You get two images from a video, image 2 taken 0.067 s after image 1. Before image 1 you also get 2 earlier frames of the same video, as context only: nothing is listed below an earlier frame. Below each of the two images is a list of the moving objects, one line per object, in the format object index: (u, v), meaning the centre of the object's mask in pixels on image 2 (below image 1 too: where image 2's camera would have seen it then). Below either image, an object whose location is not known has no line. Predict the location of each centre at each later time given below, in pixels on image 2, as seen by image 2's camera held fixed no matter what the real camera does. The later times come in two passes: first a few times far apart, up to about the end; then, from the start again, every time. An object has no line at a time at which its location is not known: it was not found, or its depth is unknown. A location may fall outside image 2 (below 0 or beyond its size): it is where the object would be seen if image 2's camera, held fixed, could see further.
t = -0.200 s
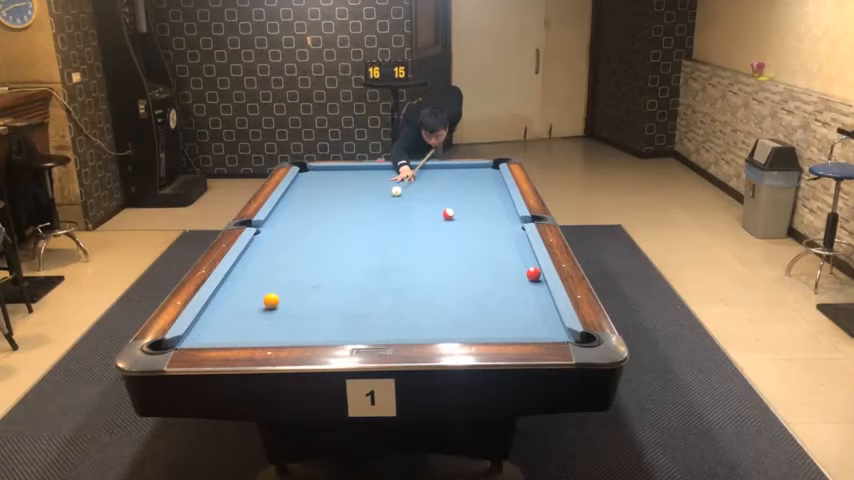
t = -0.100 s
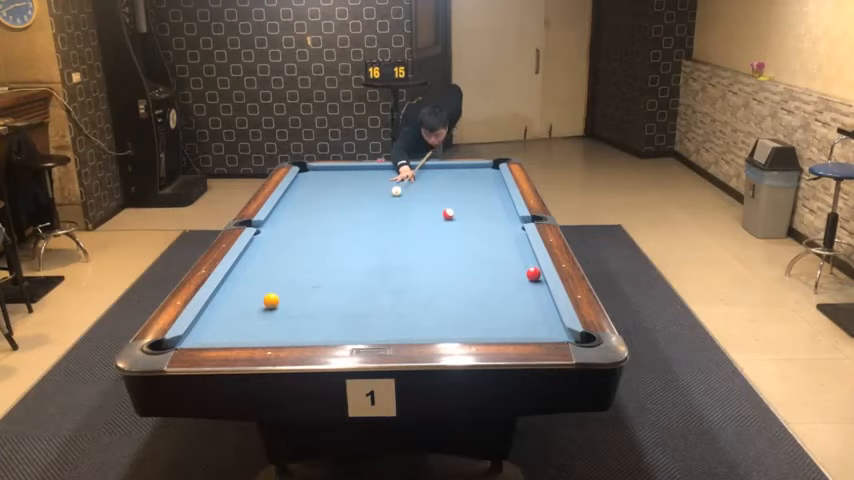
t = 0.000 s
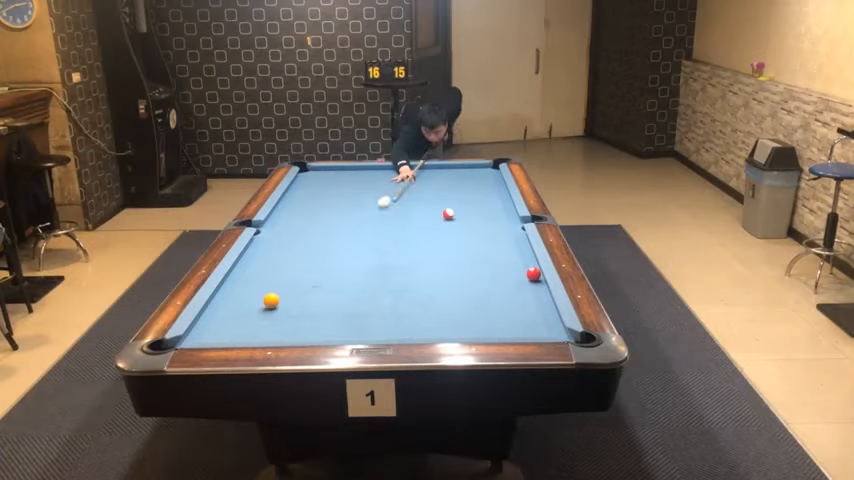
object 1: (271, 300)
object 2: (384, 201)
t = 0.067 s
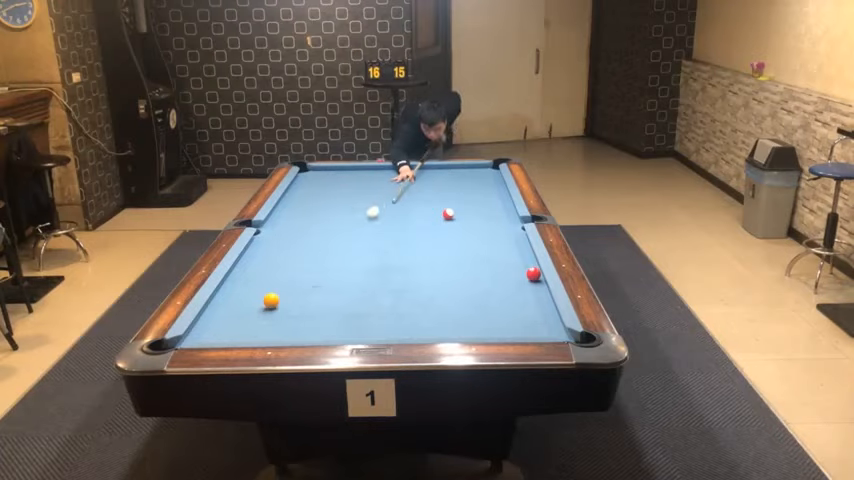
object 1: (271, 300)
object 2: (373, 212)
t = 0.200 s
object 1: (271, 300)
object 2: (350, 234)
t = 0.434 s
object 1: (271, 300)
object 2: (306, 275)
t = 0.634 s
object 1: (228, 314)
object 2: (301, 308)
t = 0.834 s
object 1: (211, 329)
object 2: (324, 333)
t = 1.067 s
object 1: (235, 337)
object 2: (381, 318)
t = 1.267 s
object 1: (264, 332)
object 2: (425, 300)
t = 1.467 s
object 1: (291, 327)
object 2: (465, 285)
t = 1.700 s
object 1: (320, 320)
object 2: (505, 269)
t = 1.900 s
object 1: (344, 314)
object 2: (526, 258)
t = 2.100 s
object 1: (365, 308)
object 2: (505, 250)
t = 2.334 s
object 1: (389, 303)
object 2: (483, 242)
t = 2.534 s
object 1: (407, 298)
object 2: (466, 236)
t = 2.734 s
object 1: (425, 294)
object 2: (450, 230)
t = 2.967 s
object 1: (444, 289)
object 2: (434, 223)
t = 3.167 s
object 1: (459, 286)
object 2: (420, 218)
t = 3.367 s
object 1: (472, 282)
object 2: (408, 213)
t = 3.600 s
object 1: (487, 279)
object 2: (394, 208)
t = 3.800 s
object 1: (499, 276)
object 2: (384, 204)
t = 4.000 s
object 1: (511, 273)
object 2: (374, 200)
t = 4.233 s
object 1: (521, 270)
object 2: (364, 196)
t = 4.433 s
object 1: (526, 267)
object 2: (356, 193)
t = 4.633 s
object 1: (530, 264)
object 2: (348, 190)
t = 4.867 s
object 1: (528, 264)
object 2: (340, 187)
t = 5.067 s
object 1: (524, 264)
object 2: (333, 185)
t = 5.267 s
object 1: (523, 264)
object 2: (327, 182)
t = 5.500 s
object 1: (522, 263)
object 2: (320, 180)
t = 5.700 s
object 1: (520, 263)
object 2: (314, 178)
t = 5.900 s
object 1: (520, 263)
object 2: (310, 176)
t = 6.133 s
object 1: (520, 263)
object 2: (304, 174)
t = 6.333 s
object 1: (520, 263)
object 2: (303, 172)
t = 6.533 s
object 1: (520, 262)
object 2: (305, 172)
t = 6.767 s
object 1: (520, 263)
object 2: (309, 171)
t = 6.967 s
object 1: (520, 262)
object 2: (311, 170)
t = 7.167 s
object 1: (520, 262)
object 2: (312, 169)
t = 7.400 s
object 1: (520, 262)
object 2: (314, 169)
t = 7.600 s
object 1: (520, 262)
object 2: (315, 168)
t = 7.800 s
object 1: (520, 262)
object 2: (316, 168)
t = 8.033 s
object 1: (520, 262)
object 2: (316, 167)
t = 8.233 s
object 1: (520, 262)
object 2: (316, 167)
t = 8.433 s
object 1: (520, 262)
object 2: (316, 167)
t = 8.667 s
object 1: (520, 262)
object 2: (316, 167)
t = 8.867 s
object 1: (520, 262)
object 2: (316, 167)
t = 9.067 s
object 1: (520, 262)
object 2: (316, 167)
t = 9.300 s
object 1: (520, 262)
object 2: (316, 167)
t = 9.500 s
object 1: (520, 262)
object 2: (317, 167)
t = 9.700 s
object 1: (520, 262)
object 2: (316, 167)
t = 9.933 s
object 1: (520, 262)
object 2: (316, 167)
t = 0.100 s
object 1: (271, 300)
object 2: (367, 217)
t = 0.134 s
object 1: (271, 300)
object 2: (361, 222)
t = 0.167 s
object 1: (271, 300)
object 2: (355, 228)
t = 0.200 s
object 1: (271, 300)
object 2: (350, 234)
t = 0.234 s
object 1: (271, 300)
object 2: (344, 239)
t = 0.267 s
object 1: (271, 300)
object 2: (338, 245)
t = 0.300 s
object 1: (271, 300)
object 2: (332, 251)
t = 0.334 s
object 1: (271, 300)
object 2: (326, 257)
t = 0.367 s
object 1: (271, 300)
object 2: (320, 263)
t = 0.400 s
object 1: (271, 300)
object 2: (313, 269)
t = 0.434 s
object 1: (271, 300)
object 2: (306, 275)
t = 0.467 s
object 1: (271, 300)
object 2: (299, 282)
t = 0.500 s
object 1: (271, 300)
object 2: (291, 290)
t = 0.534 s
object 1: (268, 301)
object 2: (285, 296)
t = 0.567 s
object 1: (255, 305)
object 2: (290, 300)
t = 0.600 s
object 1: (241, 309)
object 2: (296, 304)
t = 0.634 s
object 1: (228, 314)
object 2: (301, 308)
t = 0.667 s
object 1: (216, 317)
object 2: (305, 312)
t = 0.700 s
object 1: (203, 322)
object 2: (309, 317)
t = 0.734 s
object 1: (200, 324)
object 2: (312, 322)
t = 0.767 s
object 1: (205, 326)
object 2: (316, 327)
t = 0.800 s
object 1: (208, 327)
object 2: (319, 330)
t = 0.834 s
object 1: (211, 329)
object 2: (324, 333)
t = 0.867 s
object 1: (214, 330)
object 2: (331, 333)
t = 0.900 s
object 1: (218, 332)
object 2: (340, 331)
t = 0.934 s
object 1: (221, 333)
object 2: (349, 329)
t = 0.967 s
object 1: (224, 334)
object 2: (357, 326)
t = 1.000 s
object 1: (228, 335)
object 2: (365, 324)
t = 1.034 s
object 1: (231, 336)
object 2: (373, 321)
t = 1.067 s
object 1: (235, 337)
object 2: (381, 318)
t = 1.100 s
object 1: (239, 336)
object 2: (389, 314)
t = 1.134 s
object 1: (245, 336)
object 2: (397, 311)
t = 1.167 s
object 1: (250, 335)
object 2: (404, 308)
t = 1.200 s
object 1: (254, 334)
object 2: (411, 305)
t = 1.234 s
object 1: (259, 333)
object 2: (418, 303)
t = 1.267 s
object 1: (264, 332)
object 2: (425, 300)
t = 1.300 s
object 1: (269, 331)
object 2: (432, 297)
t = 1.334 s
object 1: (273, 331)
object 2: (439, 295)
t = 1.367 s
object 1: (278, 330)
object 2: (445, 292)
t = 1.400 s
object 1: (282, 329)
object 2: (452, 290)
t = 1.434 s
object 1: (287, 328)
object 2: (459, 287)
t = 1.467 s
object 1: (291, 327)
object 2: (465, 285)
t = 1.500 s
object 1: (295, 326)
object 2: (471, 282)
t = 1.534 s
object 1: (299, 325)
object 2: (477, 280)
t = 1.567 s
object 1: (304, 324)
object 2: (483, 278)
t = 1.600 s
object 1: (308, 323)
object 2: (489, 276)
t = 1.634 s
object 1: (312, 321)
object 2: (494, 274)
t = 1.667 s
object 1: (316, 320)
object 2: (500, 272)
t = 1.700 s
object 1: (320, 320)
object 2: (505, 269)
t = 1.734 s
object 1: (325, 318)
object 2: (511, 267)
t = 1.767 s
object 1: (329, 317)
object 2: (517, 265)
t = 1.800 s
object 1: (332, 316)
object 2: (522, 263)
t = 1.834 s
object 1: (336, 316)
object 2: (527, 261)
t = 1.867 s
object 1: (340, 315)
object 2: (528, 259)
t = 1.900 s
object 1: (344, 314)
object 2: (526, 258)
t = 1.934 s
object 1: (347, 313)
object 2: (521, 257)
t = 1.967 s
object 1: (351, 312)
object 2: (519, 256)
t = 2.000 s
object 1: (354, 311)
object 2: (515, 254)
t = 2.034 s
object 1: (358, 310)
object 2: (512, 253)
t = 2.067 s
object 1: (362, 309)
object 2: (508, 251)
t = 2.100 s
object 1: (365, 308)
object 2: (505, 250)
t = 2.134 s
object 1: (369, 307)
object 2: (502, 249)
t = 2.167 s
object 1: (372, 306)
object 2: (498, 248)
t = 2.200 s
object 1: (376, 306)
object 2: (495, 247)
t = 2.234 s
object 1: (379, 305)
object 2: (492, 245)
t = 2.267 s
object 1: (382, 304)
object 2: (489, 244)
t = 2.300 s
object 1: (385, 304)
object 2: (486, 243)
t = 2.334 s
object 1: (389, 303)
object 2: (483, 242)
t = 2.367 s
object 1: (392, 302)
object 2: (480, 241)
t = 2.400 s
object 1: (395, 301)
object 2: (477, 240)
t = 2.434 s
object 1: (398, 300)
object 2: (474, 239)
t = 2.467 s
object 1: (401, 299)
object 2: (471, 237)
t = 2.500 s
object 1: (404, 299)
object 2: (468, 236)
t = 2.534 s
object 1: (407, 298)
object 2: (466, 236)
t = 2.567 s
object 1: (410, 297)
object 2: (463, 234)
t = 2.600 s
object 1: (414, 297)
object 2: (460, 233)
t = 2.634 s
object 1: (416, 296)
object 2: (458, 232)
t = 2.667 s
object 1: (419, 295)
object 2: (455, 232)
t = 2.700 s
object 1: (422, 294)
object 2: (453, 230)
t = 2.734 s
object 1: (425, 294)
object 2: (450, 230)
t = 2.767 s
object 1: (428, 293)
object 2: (447, 229)
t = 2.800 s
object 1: (430, 293)
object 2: (445, 228)
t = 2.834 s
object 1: (433, 292)
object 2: (443, 227)
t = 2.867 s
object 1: (436, 291)
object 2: (440, 226)
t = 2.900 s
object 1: (438, 291)
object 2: (438, 225)
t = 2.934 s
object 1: (441, 290)
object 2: (436, 224)
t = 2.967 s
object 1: (444, 289)
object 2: (434, 223)
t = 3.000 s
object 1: (446, 289)
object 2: (431, 222)
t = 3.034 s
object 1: (448, 288)
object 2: (429, 221)
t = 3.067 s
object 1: (451, 287)
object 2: (426, 220)
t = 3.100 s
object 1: (454, 287)
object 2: (424, 220)
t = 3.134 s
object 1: (456, 286)
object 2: (422, 219)
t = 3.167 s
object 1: (459, 286)
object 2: (420, 218)
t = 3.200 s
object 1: (461, 285)
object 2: (418, 217)
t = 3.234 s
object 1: (463, 284)
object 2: (416, 216)
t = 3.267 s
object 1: (466, 284)
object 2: (414, 216)
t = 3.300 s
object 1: (468, 283)
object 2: (412, 215)
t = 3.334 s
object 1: (470, 283)
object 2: (410, 214)
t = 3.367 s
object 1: (472, 282)
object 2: (408, 213)
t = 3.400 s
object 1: (475, 282)
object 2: (406, 213)
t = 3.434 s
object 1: (477, 281)
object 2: (404, 212)
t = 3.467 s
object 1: (479, 280)
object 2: (402, 211)
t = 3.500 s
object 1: (481, 280)
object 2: (400, 210)
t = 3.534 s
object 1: (483, 279)
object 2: (398, 210)
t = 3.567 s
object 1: (485, 279)
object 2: (396, 209)
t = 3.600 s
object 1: (487, 279)
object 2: (394, 208)
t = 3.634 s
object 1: (489, 278)
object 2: (393, 208)
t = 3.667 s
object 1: (491, 278)
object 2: (391, 207)
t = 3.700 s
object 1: (493, 277)
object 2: (389, 206)
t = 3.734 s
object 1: (495, 277)
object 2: (387, 206)
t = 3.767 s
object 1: (497, 276)
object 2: (386, 205)
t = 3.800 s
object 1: (499, 276)
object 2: (384, 204)
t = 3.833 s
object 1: (501, 275)
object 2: (382, 203)
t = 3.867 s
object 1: (503, 275)
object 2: (381, 203)
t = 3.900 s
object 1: (505, 274)
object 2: (379, 202)
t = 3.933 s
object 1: (507, 274)
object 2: (378, 201)
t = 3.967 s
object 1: (509, 274)
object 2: (376, 201)
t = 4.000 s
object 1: (511, 273)
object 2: (374, 200)
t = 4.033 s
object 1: (512, 273)
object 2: (373, 200)
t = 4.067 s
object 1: (514, 272)
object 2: (371, 199)
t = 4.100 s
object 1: (516, 272)
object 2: (370, 199)
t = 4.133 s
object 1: (518, 271)
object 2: (368, 198)
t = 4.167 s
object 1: (520, 271)
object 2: (367, 198)
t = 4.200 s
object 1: (520, 271)
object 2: (365, 197)
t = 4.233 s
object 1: (521, 270)
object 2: (364, 196)
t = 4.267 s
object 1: (522, 270)
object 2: (362, 196)
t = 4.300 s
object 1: (523, 269)
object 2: (361, 196)
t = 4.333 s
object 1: (524, 269)
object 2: (360, 195)
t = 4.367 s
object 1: (525, 268)
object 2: (359, 195)
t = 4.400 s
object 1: (526, 267)
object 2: (357, 194)
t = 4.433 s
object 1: (526, 267)
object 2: (356, 193)
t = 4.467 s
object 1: (528, 266)
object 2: (355, 193)
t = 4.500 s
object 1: (529, 265)
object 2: (353, 193)
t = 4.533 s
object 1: (530, 264)
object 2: (352, 192)
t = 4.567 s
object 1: (531, 264)
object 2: (350, 191)
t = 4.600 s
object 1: (531, 264)
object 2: (350, 191)
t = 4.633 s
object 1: (530, 264)
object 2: (348, 190)
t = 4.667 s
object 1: (530, 264)
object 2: (347, 190)
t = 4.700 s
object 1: (530, 264)
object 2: (345, 189)
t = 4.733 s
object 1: (530, 264)
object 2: (345, 189)
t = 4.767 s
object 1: (529, 264)
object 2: (343, 188)
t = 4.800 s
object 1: (529, 264)
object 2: (342, 188)
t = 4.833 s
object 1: (529, 264)
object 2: (341, 188)
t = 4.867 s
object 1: (528, 264)
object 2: (340, 187)
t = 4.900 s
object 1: (527, 264)
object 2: (339, 187)
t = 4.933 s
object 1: (527, 264)
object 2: (338, 186)
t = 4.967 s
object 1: (525, 264)
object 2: (336, 186)
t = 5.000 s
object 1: (525, 264)
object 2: (335, 185)
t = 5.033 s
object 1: (525, 264)
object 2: (334, 185)
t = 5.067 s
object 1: (524, 264)
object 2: (333, 185)
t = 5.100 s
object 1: (524, 264)
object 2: (332, 184)
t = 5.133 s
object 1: (524, 264)
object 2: (331, 184)
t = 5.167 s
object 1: (524, 264)
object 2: (330, 183)
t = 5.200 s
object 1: (523, 264)
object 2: (329, 183)
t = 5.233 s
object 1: (523, 264)
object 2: (328, 183)
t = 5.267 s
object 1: (523, 264)
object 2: (327, 182)
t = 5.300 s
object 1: (522, 263)
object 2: (326, 182)
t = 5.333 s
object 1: (522, 263)
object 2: (325, 182)
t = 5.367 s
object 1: (522, 263)
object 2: (324, 181)
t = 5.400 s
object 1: (522, 263)
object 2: (323, 181)
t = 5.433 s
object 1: (522, 263)
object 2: (322, 181)
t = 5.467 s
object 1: (522, 263)
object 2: (321, 180)
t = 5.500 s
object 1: (522, 263)
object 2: (320, 180)
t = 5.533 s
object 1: (521, 263)
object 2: (319, 180)
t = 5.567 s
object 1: (521, 263)
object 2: (318, 179)
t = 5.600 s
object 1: (521, 263)
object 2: (317, 179)
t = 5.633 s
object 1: (521, 263)
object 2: (316, 178)
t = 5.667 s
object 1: (521, 263)
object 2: (316, 178)
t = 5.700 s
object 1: (520, 263)
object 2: (314, 178)
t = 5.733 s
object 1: (520, 263)
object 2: (314, 178)
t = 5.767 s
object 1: (520, 263)
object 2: (313, 177)
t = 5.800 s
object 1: (520, 263)
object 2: (312, 177)
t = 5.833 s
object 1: (520, 263)
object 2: (311, 176)
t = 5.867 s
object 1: (520, 263)
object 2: (310, 176)
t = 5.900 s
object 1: (520, 263)
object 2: (310, 176)
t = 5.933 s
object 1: (520, 263)
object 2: (309, 176)
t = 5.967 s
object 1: (520, 263)
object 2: (308, 175)
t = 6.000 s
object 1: (520, 263)
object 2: (307, 175)
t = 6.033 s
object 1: (520, 263)
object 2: (306, 175)
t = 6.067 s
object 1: (520, 263)
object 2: (306, 175)
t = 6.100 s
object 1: (520, 263)
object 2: (305, 174)
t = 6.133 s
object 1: (520, 263)
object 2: (304, 174)
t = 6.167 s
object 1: (520, 263)
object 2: (304, 174)
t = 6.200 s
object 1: (520, 263)
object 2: (303, 173)
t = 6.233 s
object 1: (520, 263)
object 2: (302, 173)
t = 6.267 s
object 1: (520, 263)
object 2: (302, 173)
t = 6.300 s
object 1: (520, 263)
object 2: (302, 173)
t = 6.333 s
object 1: (520, 263)
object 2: (303, 172)
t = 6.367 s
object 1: (520, 262)
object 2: (303, 173)
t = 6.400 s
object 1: (520, 263)
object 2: (304, 172)
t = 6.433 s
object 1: (520, 263)
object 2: (304, 172)
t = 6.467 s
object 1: (520, 263)
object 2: (304, 172)
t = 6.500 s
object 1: (520, 262)
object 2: (305, 172)
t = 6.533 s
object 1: (520, 262)
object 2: (305, 172)
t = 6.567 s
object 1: (520, 262)
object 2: (306, 172)
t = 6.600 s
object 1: (520, 262)
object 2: (307, 171)
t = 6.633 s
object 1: (520, 262)
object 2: (307, 171)
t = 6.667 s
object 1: (520, 262)
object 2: (307, 171)
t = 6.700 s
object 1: (520, 262)
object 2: (308, 171)
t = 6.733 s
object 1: (520, 263)
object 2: (308, 171)
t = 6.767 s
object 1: (520, 263)
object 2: (309, 171)
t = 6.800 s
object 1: (520, 262)
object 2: (309, 171)
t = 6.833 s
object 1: (520, 262)
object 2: (309, 170)
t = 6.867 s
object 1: (520, 262)
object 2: (310, 170)
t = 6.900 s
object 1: (520, 262)
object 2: (310, 170)
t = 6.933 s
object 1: (520, 262)
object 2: (310, 170)
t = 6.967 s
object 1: (520, 262)
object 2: (311, 170)
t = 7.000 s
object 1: (520, 262)
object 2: (311, 170)
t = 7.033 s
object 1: (520, 262)
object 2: (311, 170)
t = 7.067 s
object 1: (520, 262)
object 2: (312, 169)
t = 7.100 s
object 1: (520, 262)
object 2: (312, 169)
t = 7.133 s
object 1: (520, 262)
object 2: (312, 169)
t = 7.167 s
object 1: (520, 262)
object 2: (312, 169)
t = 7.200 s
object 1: (520, 262)
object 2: (312, 169)
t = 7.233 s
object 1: (520, 262)
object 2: (313, 169)
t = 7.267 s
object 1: (520, 262)
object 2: (313, 169)
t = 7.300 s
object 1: (520, 262)
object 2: (313, 169)
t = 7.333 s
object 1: (520, 262)
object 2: (313, 169)
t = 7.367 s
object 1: (520, 262)
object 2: (314, 169)
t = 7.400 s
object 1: (520, 262)
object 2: (314, 169)
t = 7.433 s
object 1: (520, 262)
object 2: (314, 168)
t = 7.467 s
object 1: (520, 262)
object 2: (314, 168)
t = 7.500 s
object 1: (520, 262)
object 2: (315, 168)
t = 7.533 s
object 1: (520, 262)
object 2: (315, 168)
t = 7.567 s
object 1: (520, 262)
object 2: (315, 168)
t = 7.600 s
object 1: (520, 262)
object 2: (315, 168)
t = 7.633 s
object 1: (520, 262)
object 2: (315, 168)
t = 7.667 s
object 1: (520, 262)
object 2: (315, 168)
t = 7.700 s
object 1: (520, 262)
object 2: (316, 168)
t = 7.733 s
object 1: (520, 262)
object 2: (316, 168)
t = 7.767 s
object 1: (520, 262)
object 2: (316, 168)
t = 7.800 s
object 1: (520, 262)
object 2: (316, 168)
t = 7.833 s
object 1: (520, 262)
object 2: (316, 167)
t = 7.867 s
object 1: (520, 262)
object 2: (316, 168)
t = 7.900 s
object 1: (520, 262)
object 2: (316, 167)
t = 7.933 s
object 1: (520, 262)
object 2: (316, 167)
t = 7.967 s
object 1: (520, 262)
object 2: (316, 167)
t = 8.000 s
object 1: (520, 262)
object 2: (316, 167)
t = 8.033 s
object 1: (520, 262)
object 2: (316, 167)
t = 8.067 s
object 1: (520, 262)
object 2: (316, 167)
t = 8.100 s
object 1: (520, 262)
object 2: (316, 167)
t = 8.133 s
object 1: (520, 262)
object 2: (316, 167)
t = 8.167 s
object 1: (520, 262)
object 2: (316, 167)
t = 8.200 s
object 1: (520, 262)
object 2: (316, 167)
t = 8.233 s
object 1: (520, 262)
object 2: (316, 167)
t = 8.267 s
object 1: (520, 262)
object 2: (316, 167)
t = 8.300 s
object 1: (520, 262)
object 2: (316, 167)
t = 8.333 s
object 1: (520, 262)
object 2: (316, 167)
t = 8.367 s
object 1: (520, 262)
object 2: (316, 167)
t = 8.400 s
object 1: (520, 262)
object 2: (316, 167)
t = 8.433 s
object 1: (520, 262)
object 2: (316, 167)
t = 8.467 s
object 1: (520, 262)
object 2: (316, 167)
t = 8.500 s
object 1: (520, 262)
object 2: (316, 167)
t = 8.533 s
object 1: (520, 262)
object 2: (316, 167)
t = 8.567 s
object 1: (520, 262)
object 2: (316, 167)
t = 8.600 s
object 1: (520, 262)
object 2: (316, 167)
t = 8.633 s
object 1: (520, 262)
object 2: (316, 167)
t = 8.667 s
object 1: (520, 262)
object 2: (316, 167)
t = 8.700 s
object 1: (520, 262)
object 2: (316, 167)
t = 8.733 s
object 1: (520, 262)
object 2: (316, 167)
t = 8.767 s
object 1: (520, 262)
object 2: (316, 167)
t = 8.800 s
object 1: (520, 262)
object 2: (316, 167)
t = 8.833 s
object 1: (520, 262)
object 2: (316, 167)
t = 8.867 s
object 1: (520, 262)
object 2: (316, 167)
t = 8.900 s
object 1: (520, 262)
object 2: (316, 167)
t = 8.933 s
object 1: (520, 262)
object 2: (316, 167)
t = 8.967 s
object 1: (520, 262)
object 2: (316, 167)
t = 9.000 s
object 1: (520, 262)
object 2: (316, 167)
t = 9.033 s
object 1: (520, 262)
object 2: (316, 167)
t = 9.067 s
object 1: (520, 262)
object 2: (316, 167)
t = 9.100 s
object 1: (520, 262)
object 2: (316, 167)
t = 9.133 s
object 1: (520, 262)
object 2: (316, 167)
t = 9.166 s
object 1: (520, 262)
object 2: (316, 167)
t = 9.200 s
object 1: (520, 262)
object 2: (316, 167)
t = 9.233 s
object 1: (520, 262)
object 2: (316, 167)
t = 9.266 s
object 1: (520, 262)
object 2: (316, 167)
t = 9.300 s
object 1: (520, 262)
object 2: (316, 167)
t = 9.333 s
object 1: (520, 262)
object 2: (316, 167)
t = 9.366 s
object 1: (520, 262)
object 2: (317, 167)
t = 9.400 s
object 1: (520, 262)
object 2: (317, 167)
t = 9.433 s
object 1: (520, 262)
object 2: (316, 167)
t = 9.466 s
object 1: (520, 262)
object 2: (317, 167)
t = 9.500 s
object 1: (520, 262)
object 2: (317, 167)
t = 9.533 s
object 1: (520, 262)
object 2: (317, 167)
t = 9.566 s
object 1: (520, 262)
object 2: (316, 167)
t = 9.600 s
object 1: (520, 262)
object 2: (317, 167)
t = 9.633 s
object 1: (520, 262)
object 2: (317, 167)
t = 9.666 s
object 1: (520, 262)
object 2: (316, 167)
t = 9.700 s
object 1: (520, 262)
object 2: (316, 167)
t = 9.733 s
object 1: (520, 262)
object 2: (317, 167)
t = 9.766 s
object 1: (520, 262)
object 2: (316, 167)
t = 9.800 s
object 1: (520, 262)
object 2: (316, 167)
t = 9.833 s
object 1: (520, 262)
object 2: (316, 167)
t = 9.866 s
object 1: (520, 262)
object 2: (317, 167)
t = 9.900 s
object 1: (520, 262)
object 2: (317, 167)
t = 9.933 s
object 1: (520, 262)
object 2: (316, 167)
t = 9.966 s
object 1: (520, 262)
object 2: (316, 167)
